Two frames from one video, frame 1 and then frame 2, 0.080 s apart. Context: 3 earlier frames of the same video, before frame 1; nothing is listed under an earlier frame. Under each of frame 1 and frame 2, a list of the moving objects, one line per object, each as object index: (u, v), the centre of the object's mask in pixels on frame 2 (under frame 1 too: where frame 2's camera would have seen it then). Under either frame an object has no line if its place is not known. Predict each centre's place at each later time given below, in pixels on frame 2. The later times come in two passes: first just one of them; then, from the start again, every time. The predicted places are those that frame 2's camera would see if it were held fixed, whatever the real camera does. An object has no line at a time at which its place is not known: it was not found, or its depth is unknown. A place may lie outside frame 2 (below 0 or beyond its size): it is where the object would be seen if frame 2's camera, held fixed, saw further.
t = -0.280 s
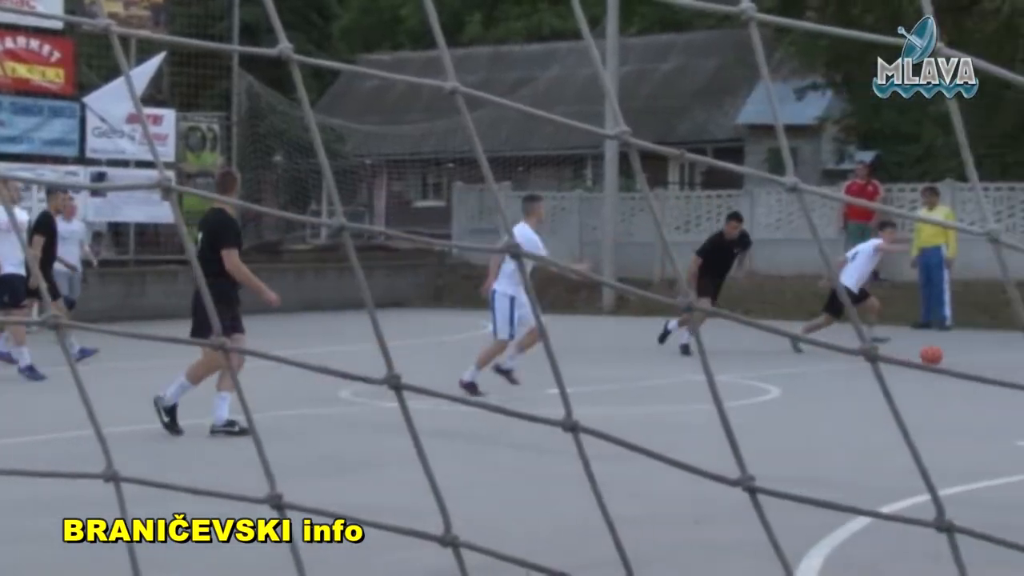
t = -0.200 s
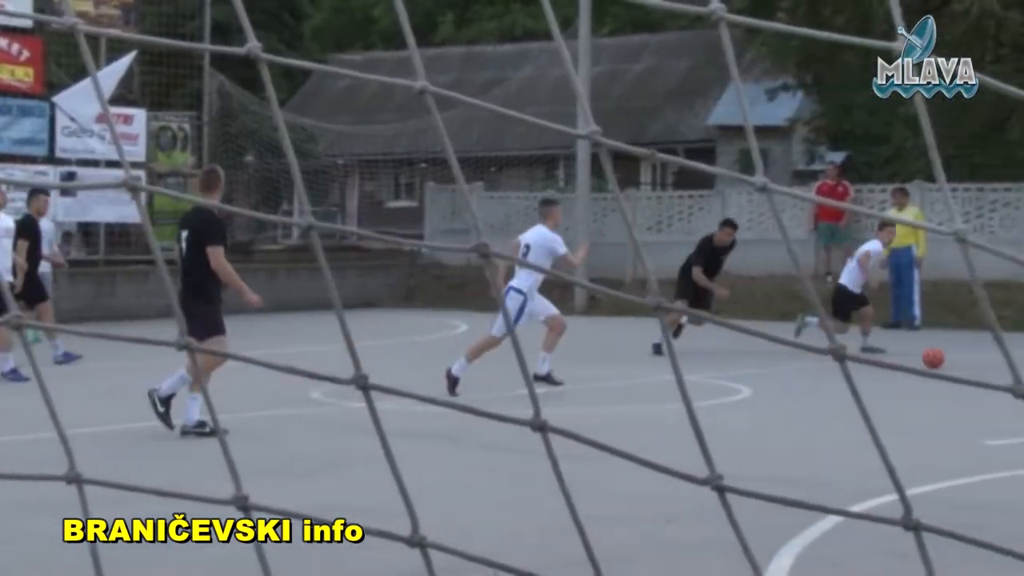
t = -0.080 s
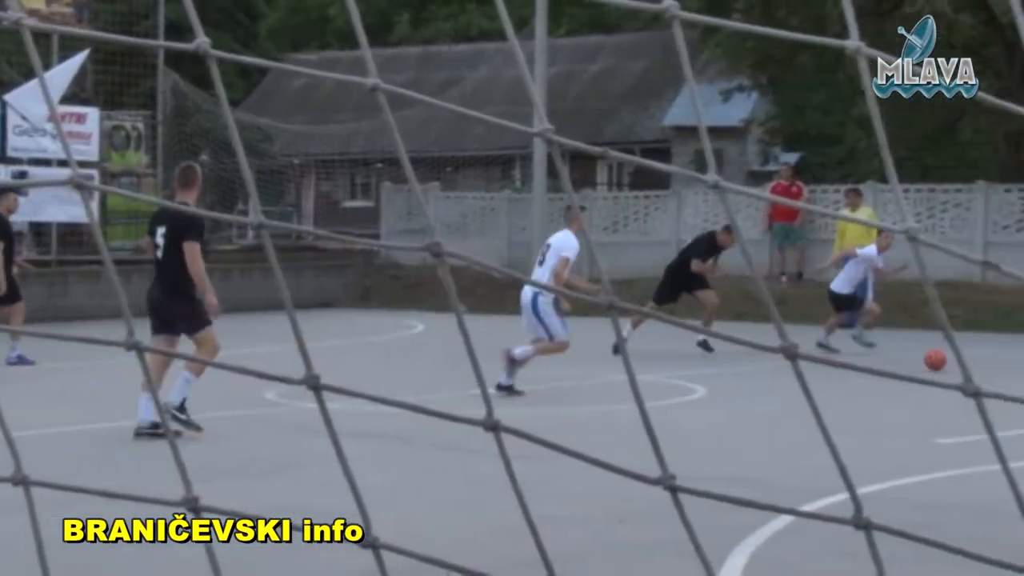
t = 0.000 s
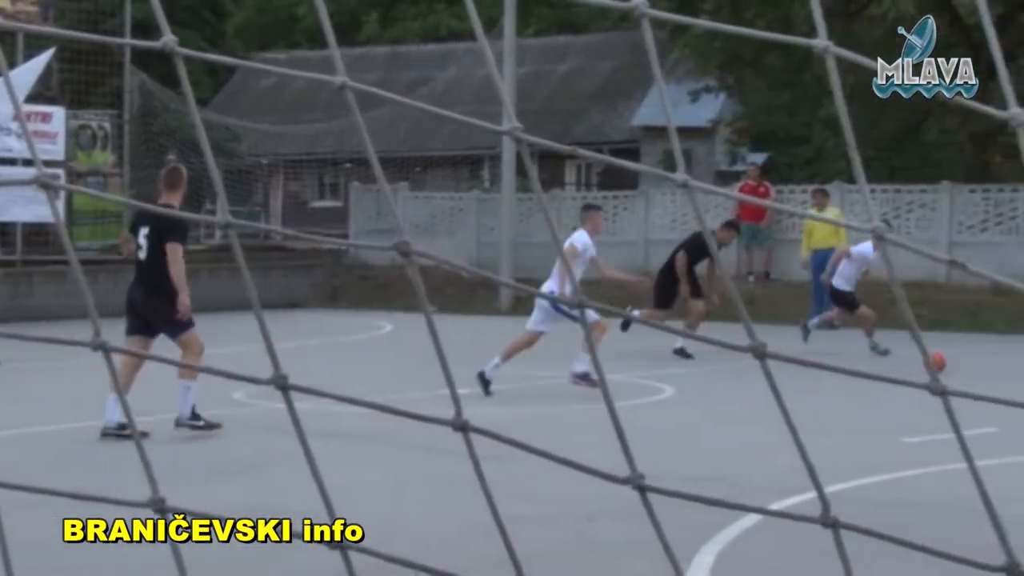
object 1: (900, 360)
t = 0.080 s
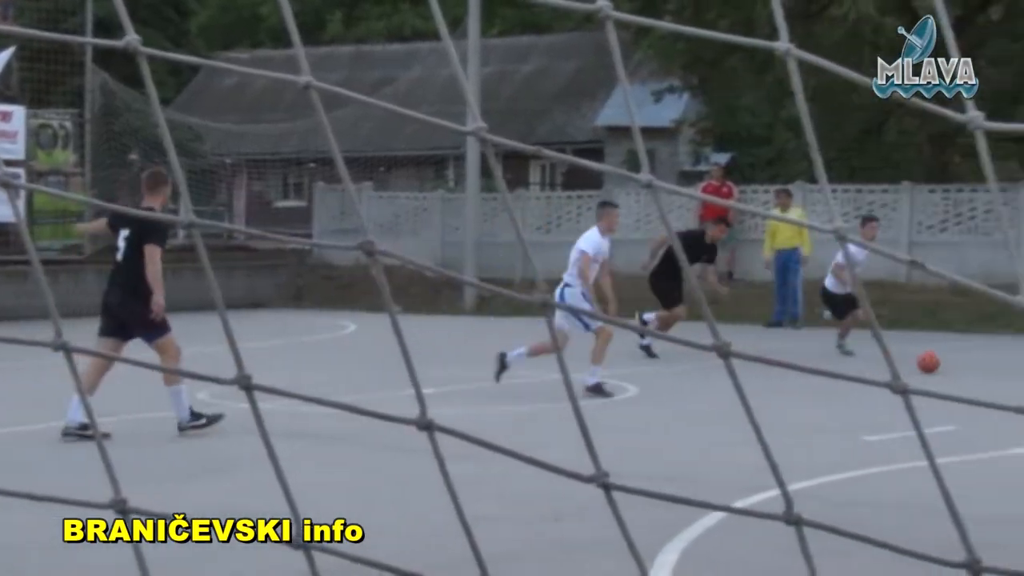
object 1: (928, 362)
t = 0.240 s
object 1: (993, 366)
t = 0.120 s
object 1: (944, 363)
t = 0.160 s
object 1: (960, 363)
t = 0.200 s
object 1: (976, 365)
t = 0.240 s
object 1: (993, 366)
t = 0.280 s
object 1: (1009, 366)
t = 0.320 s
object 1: (1026, 367)
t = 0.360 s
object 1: (1043, 368)
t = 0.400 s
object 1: (1061, 368)
